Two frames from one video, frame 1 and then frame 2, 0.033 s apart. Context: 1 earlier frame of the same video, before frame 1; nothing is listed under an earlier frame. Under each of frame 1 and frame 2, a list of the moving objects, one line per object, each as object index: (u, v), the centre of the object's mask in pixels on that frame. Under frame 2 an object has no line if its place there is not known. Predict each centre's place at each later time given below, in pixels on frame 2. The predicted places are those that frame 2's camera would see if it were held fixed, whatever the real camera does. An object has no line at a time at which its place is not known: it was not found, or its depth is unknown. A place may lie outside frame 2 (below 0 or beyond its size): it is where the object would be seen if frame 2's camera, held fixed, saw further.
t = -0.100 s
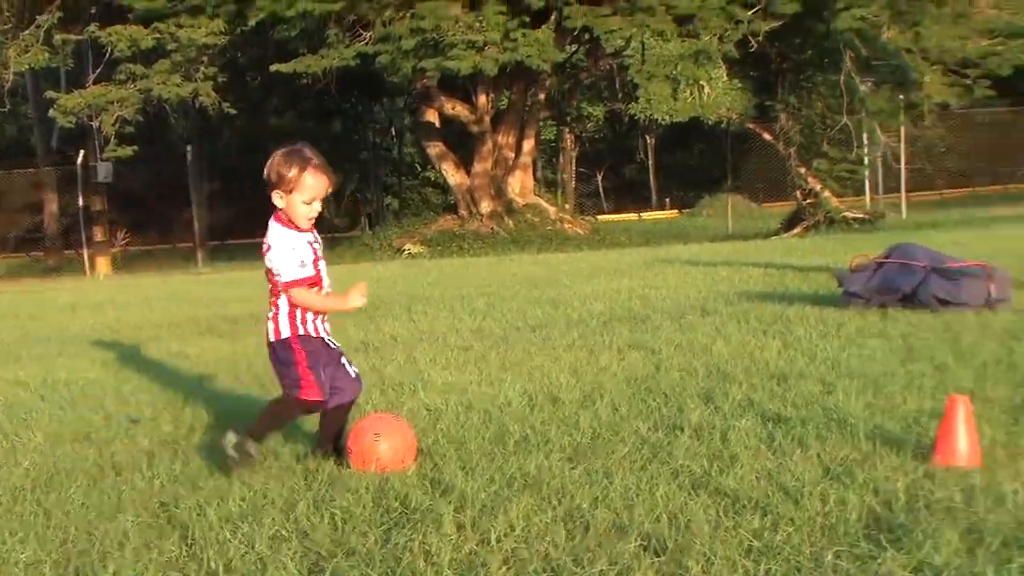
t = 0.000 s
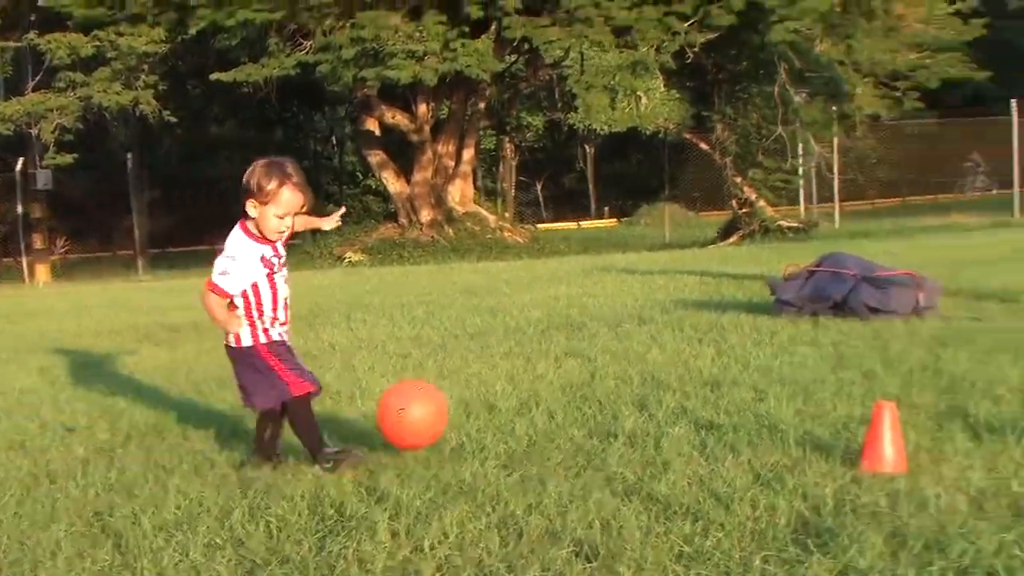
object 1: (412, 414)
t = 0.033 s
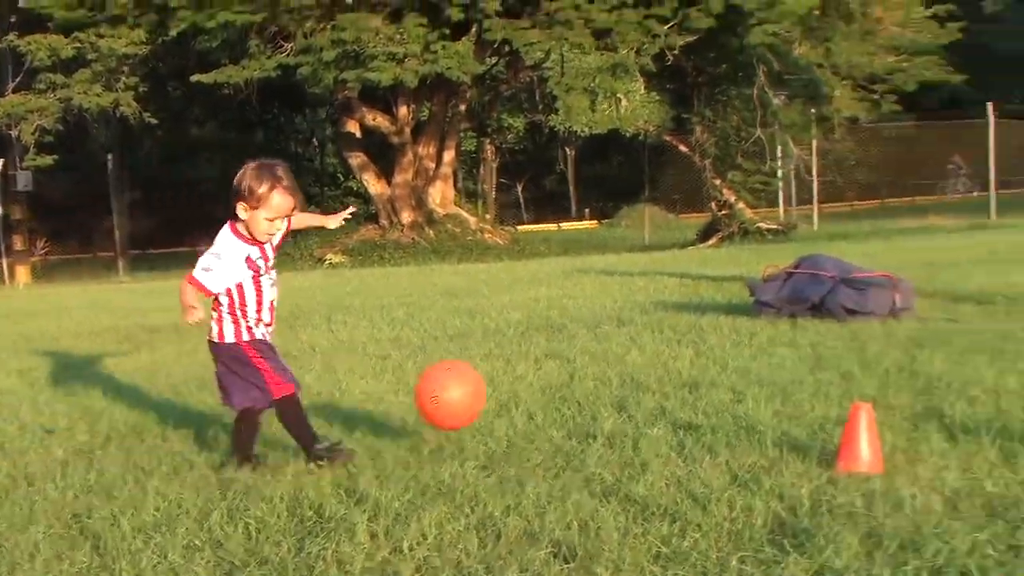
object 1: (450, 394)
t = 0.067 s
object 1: (507, 378)
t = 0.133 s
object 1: (620, 356)
